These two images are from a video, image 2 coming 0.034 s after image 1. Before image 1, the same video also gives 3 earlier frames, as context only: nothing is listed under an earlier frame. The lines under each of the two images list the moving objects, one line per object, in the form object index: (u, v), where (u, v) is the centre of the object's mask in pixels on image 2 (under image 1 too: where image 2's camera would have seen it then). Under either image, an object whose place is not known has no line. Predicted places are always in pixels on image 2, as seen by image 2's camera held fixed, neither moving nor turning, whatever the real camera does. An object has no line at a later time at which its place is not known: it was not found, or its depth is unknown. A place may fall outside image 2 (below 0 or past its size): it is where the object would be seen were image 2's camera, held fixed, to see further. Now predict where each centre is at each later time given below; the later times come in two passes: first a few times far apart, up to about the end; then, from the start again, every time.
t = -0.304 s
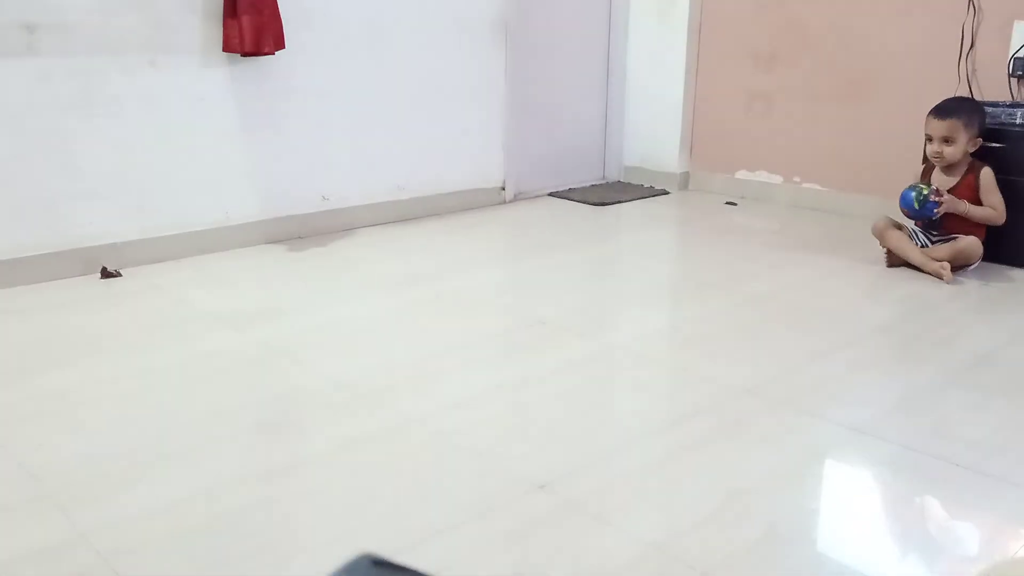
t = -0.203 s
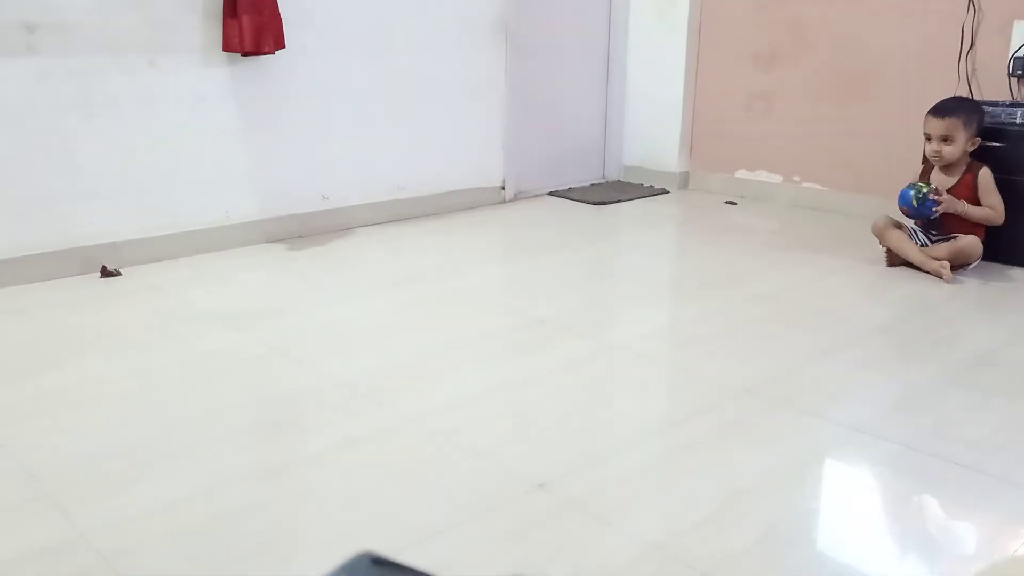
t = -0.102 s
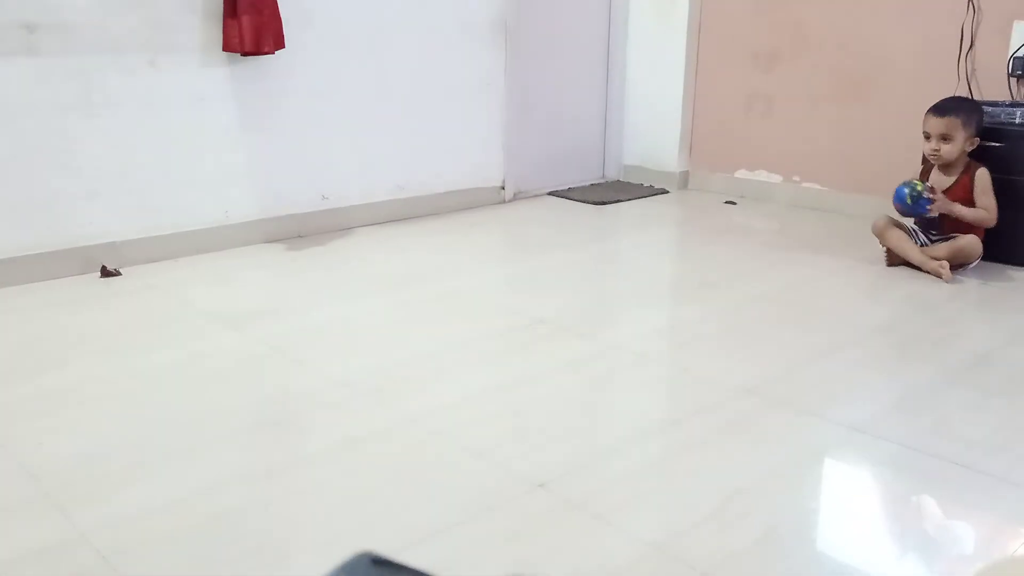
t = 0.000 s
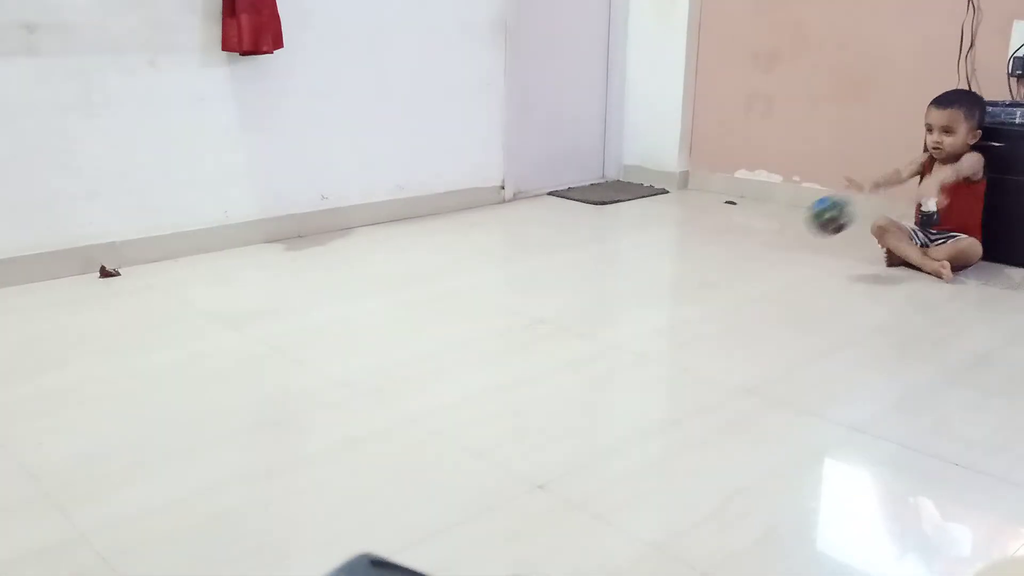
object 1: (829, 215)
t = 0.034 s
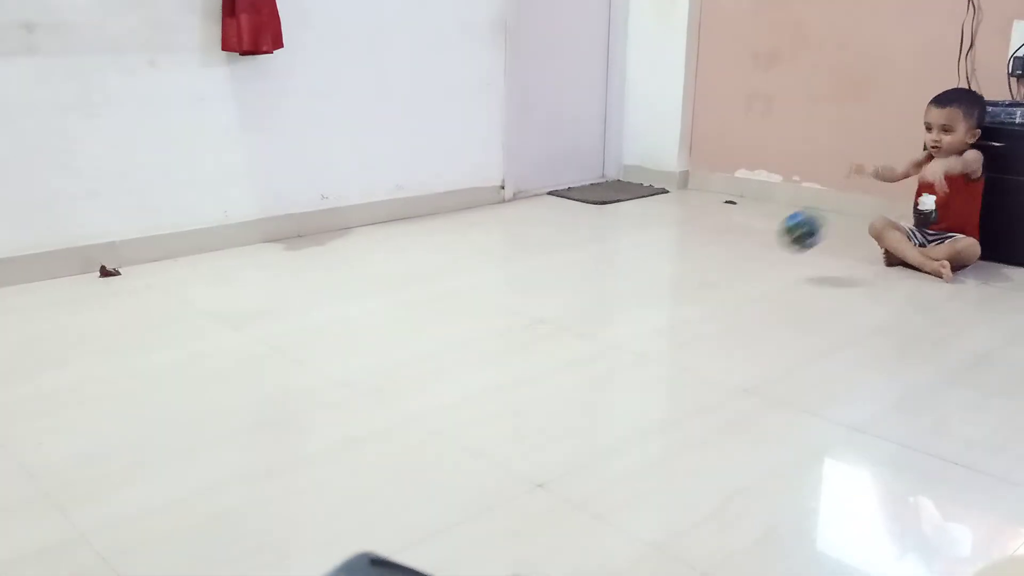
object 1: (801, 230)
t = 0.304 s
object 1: (656, 269)
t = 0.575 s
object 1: (523, 292)
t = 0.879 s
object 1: (357, 319)
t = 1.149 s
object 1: (197, 340)
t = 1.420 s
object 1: (25, 362)
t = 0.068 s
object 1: (770, 251)
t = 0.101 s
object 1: (745, 268)
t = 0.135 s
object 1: (731, 259)
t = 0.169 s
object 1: (717, 252)
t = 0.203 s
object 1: (702, 251)
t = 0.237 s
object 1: (687, 253)
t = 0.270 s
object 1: (672, 259)
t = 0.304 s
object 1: (656, 269)
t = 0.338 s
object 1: (639, 283)
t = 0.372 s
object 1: (623, 280)
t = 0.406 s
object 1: (606, 277)
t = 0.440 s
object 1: (590, 280)
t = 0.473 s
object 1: (573, 287)
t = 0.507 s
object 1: (555, 293)
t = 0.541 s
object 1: (539, 291)
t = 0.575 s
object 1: (523, 292)
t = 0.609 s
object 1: (505, 297)
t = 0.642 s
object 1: (487, 303)
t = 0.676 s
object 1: (469, 303)
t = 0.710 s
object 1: (451, 308)
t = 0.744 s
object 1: (432, 308)
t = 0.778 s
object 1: (414, 312)
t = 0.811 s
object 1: (396, 314)
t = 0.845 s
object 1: (376, 317)
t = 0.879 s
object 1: (357, 319)
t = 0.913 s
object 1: (338, 322)
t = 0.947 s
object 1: (317, 325)
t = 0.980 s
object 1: (299, 328)
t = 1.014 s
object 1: (277, 331)
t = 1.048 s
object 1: (258, 333)
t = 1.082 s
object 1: (238, 336)
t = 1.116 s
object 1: (217, 338)
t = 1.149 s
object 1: (197, 340)
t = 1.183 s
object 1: (174, 343)
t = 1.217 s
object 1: (152, 346)
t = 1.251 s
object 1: (130, 349)
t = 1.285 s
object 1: (106, 352)
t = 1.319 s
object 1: (84, 354)
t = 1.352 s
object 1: (61, 357)
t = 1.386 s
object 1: (39, 360)
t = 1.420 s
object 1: (25, 362)
